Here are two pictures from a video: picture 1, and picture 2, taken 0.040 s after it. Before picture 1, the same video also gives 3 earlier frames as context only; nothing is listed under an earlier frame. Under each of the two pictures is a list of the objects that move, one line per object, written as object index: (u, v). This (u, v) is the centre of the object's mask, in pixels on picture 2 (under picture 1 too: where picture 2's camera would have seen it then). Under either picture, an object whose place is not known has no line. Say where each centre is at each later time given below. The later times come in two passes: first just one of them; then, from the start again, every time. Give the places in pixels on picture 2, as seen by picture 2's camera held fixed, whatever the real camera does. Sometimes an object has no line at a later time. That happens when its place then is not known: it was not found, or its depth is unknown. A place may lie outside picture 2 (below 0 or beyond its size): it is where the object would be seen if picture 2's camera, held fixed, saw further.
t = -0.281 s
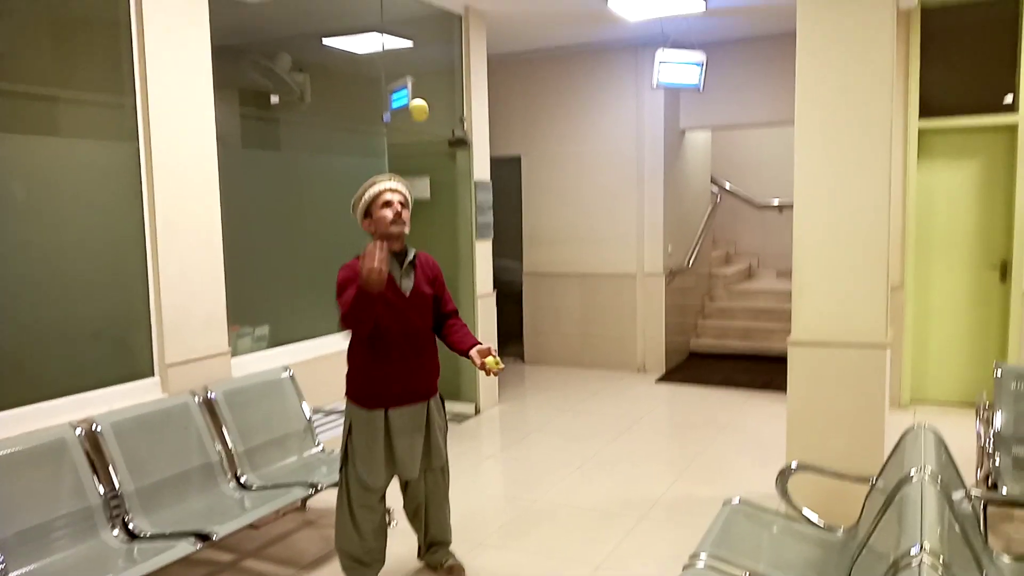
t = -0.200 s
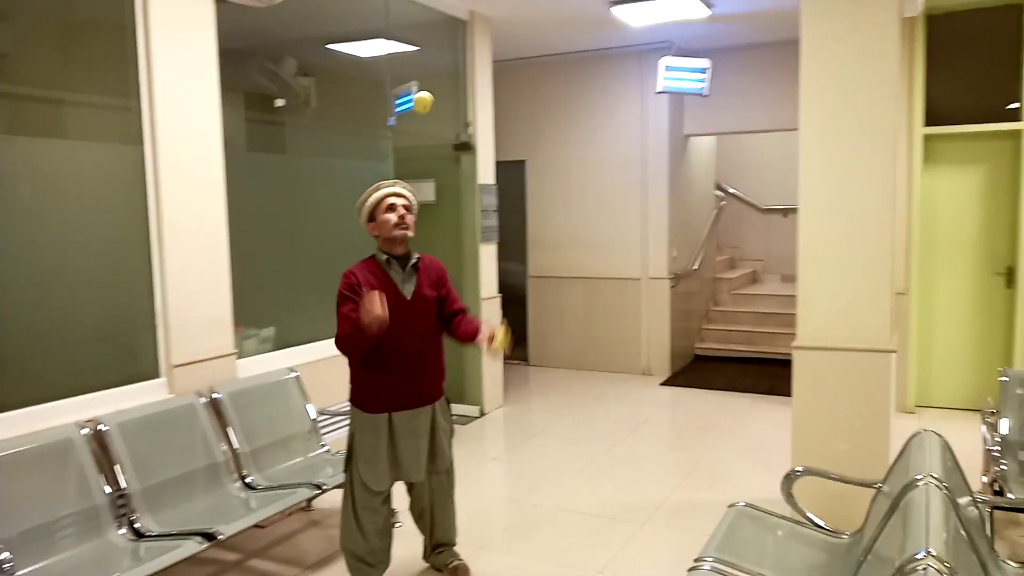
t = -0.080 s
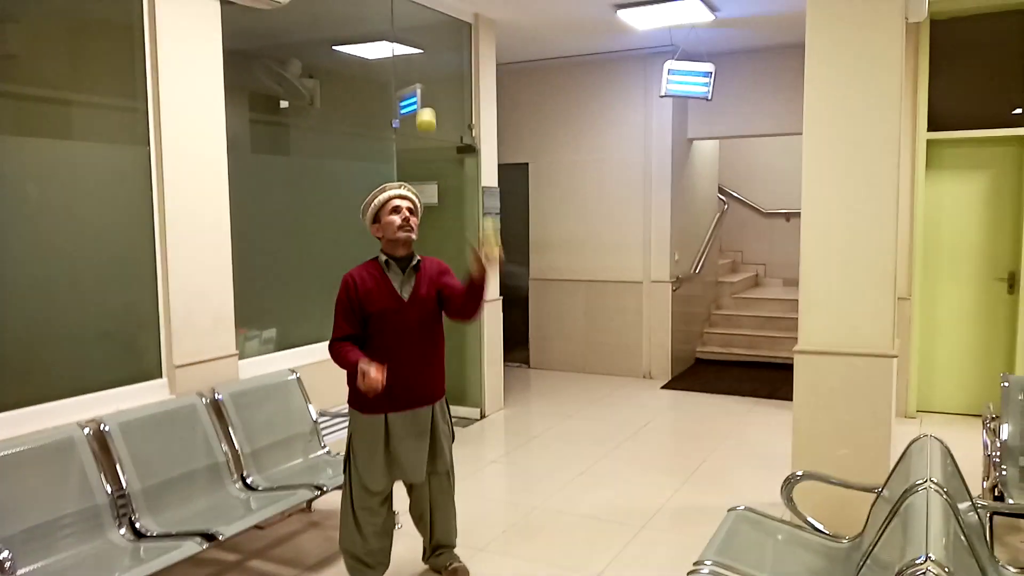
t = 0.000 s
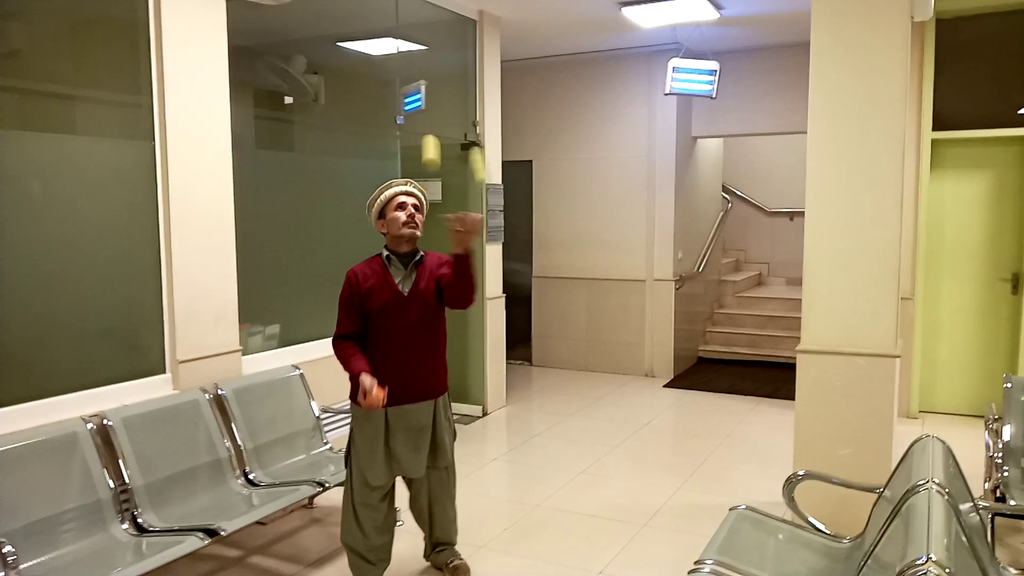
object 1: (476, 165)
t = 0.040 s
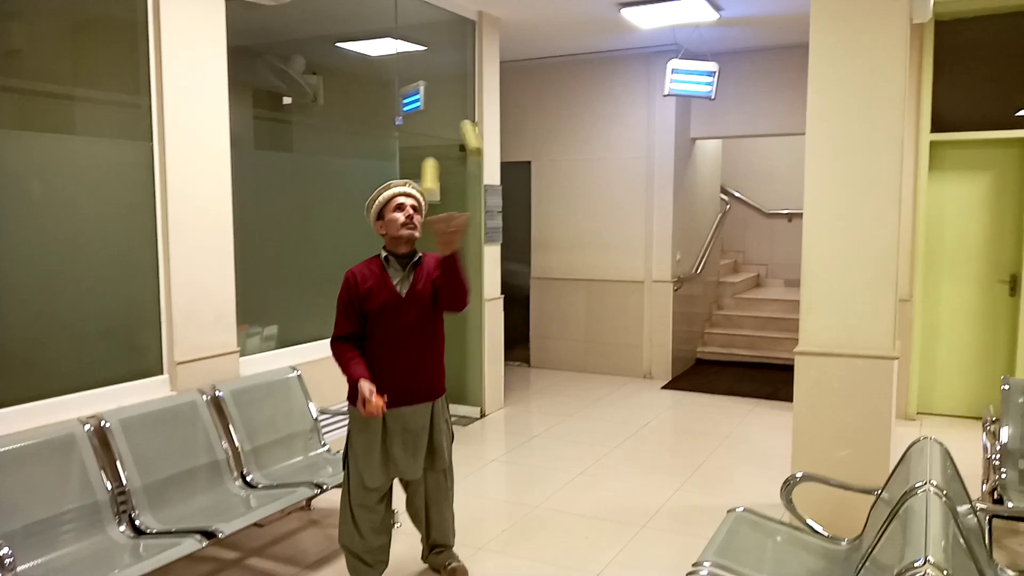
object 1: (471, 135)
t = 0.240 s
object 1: (433, 57)
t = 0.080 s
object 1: (464, 114)
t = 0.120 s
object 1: (455, 91)
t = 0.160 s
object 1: (448, 75)
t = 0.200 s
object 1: (441, 64)
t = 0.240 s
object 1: (433, 57)
